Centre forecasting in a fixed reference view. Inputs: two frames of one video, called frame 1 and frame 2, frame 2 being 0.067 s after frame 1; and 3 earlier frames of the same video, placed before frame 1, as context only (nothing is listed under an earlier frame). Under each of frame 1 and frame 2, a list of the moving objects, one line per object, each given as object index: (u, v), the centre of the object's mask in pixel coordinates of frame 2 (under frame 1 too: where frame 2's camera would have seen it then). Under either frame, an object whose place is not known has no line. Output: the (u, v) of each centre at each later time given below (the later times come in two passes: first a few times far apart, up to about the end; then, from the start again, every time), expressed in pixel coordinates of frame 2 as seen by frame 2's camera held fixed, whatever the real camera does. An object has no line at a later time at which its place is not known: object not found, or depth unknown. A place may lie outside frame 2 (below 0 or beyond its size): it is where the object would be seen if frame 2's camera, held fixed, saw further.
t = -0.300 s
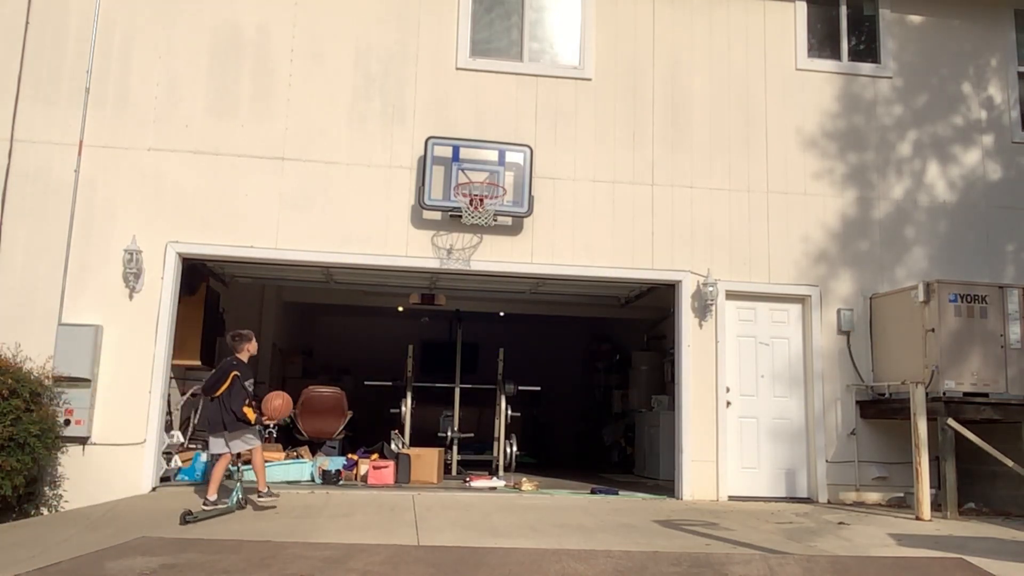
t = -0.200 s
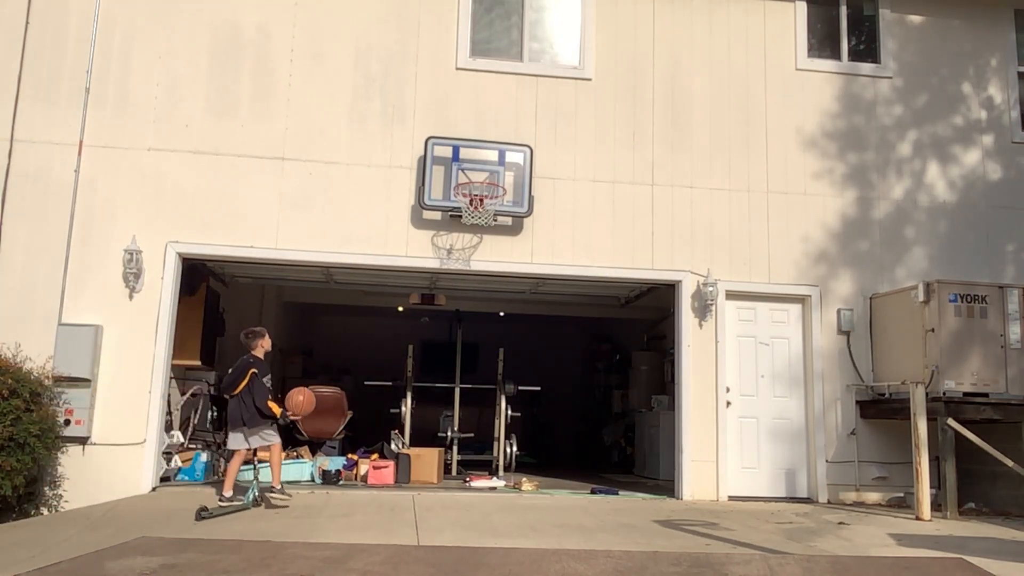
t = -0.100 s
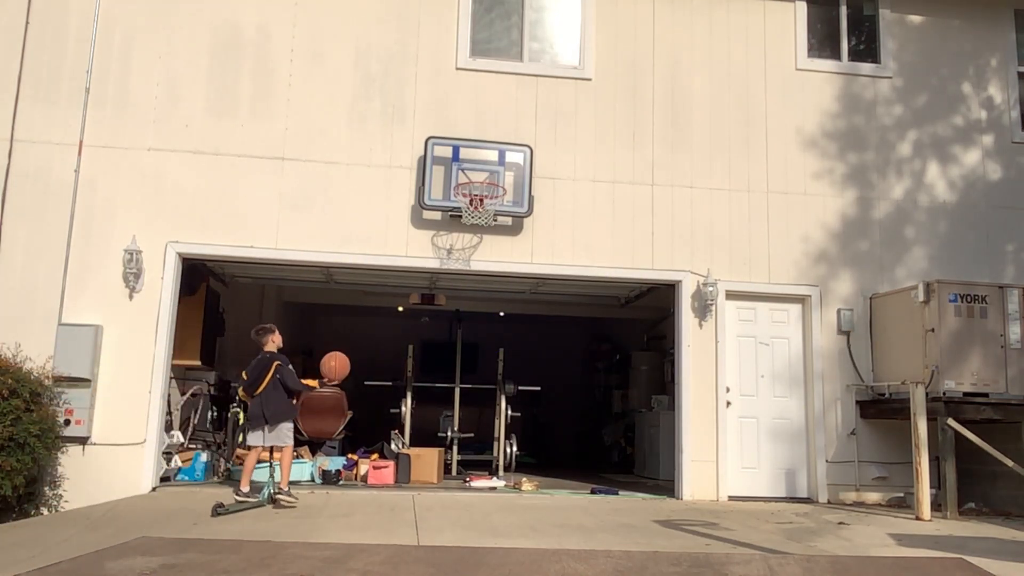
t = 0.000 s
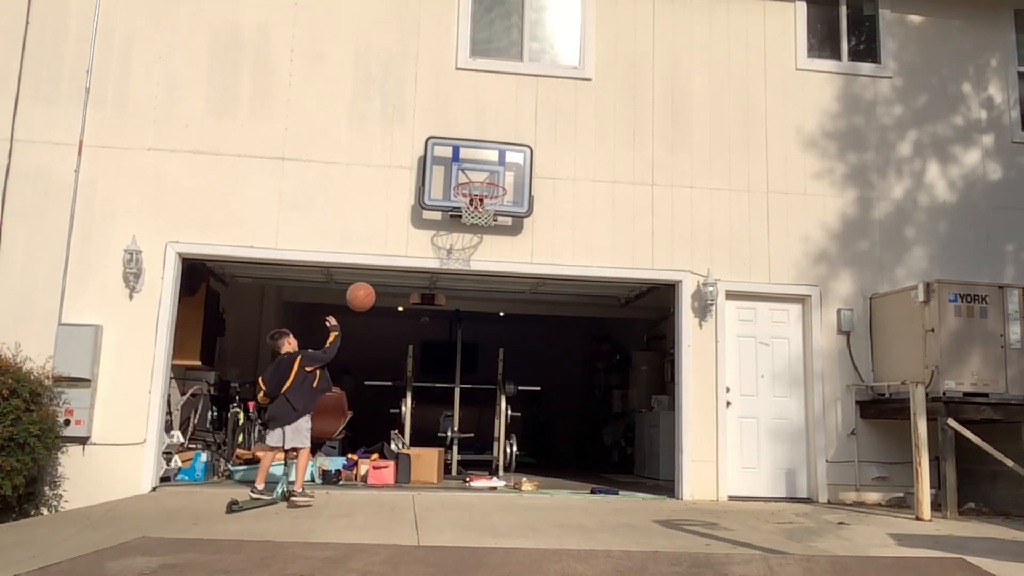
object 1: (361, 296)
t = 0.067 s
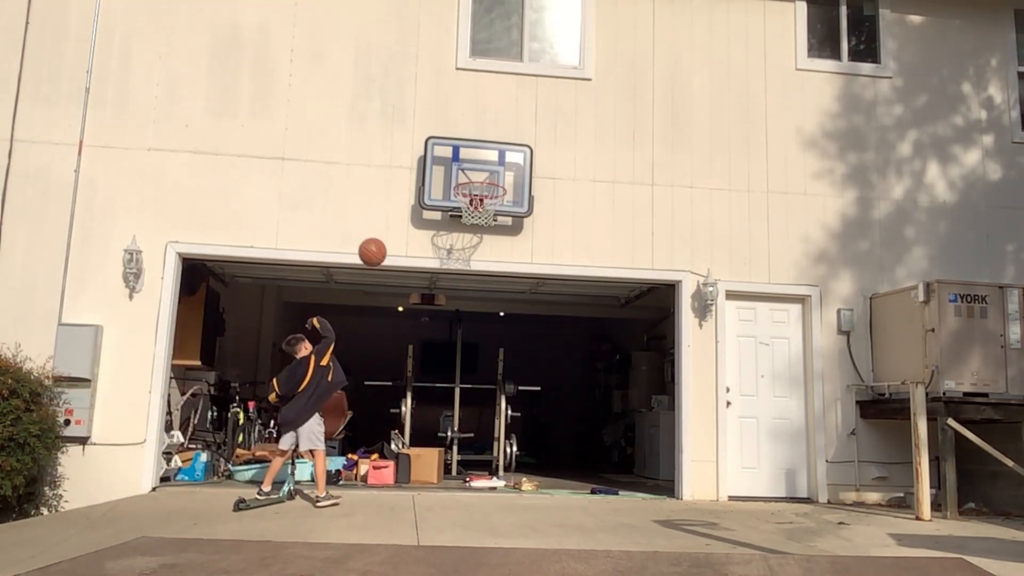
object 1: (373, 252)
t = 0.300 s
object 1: (409, 145)
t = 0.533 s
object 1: (439, 105)
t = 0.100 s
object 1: (378, 232)
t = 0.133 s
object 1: (384, 213)
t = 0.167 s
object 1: (389, 197)
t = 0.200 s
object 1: (394, 182)
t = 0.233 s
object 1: (399, 168)
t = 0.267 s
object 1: (404, 156)
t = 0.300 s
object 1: (409, 145)
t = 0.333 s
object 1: (413, 136)
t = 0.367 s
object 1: (418, 128)
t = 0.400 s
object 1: (422, 121)
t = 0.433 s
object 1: (427, 115)
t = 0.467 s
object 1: (431, 111)
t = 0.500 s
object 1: (435, 107)
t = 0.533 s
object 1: (439, 105)
